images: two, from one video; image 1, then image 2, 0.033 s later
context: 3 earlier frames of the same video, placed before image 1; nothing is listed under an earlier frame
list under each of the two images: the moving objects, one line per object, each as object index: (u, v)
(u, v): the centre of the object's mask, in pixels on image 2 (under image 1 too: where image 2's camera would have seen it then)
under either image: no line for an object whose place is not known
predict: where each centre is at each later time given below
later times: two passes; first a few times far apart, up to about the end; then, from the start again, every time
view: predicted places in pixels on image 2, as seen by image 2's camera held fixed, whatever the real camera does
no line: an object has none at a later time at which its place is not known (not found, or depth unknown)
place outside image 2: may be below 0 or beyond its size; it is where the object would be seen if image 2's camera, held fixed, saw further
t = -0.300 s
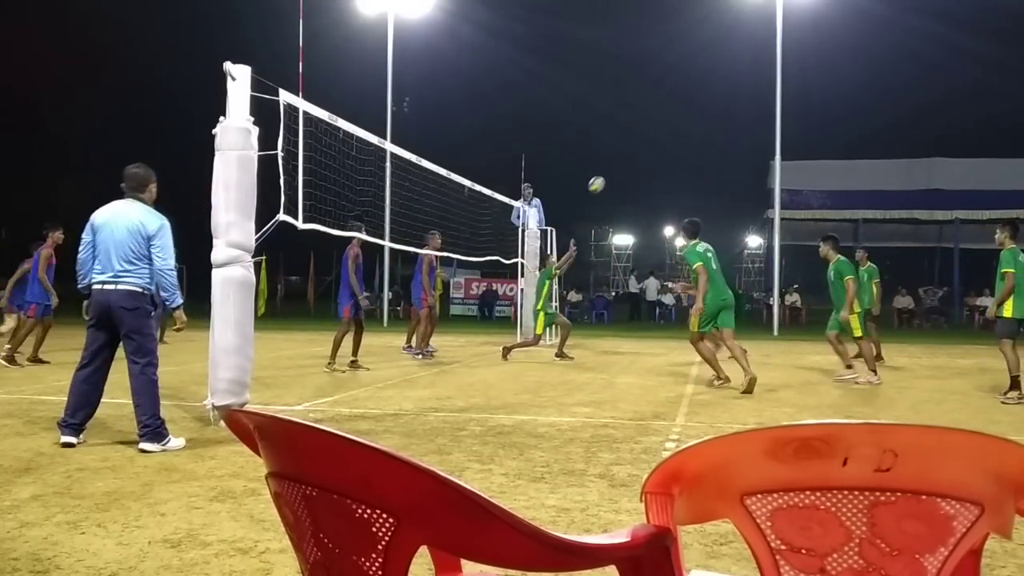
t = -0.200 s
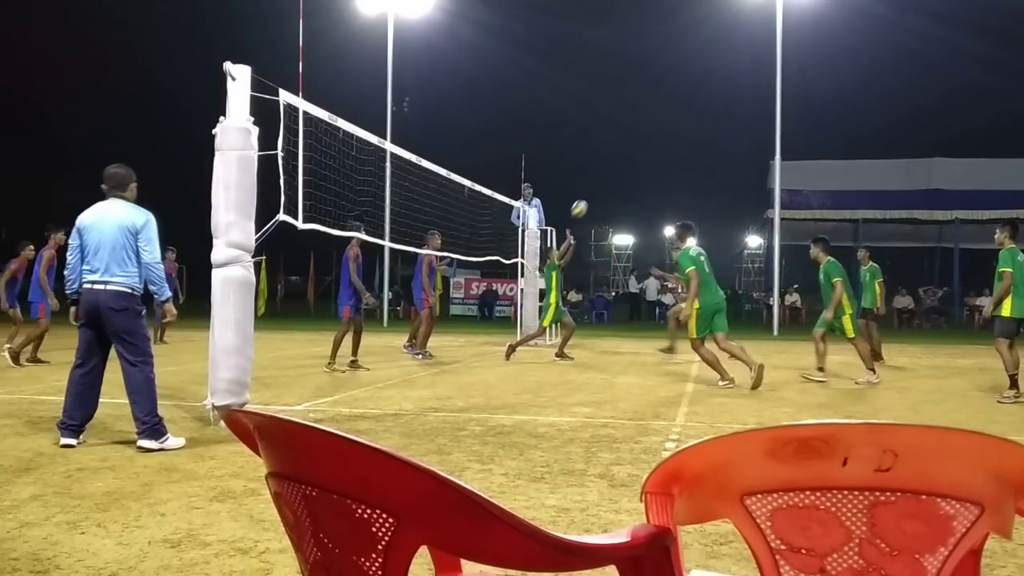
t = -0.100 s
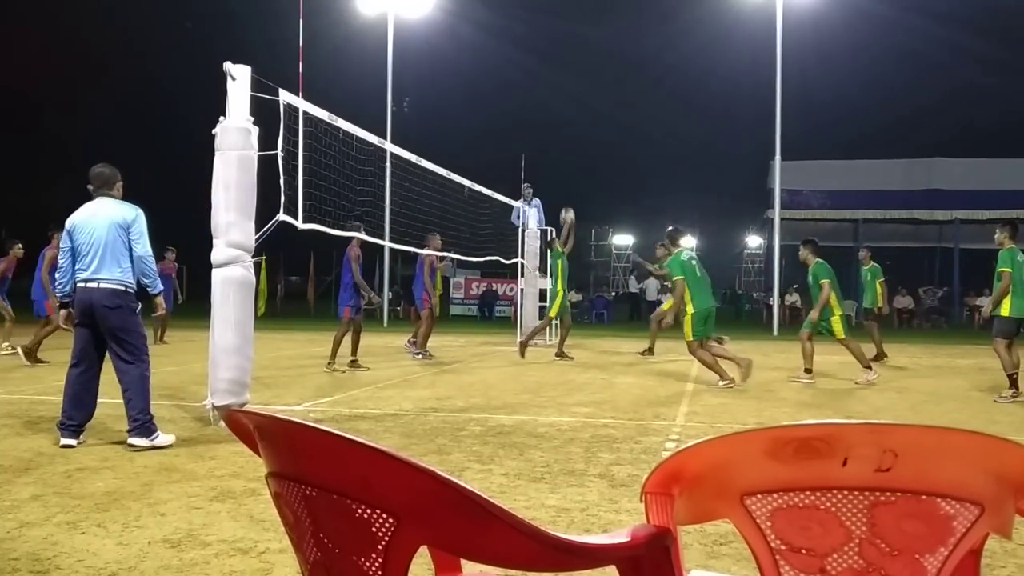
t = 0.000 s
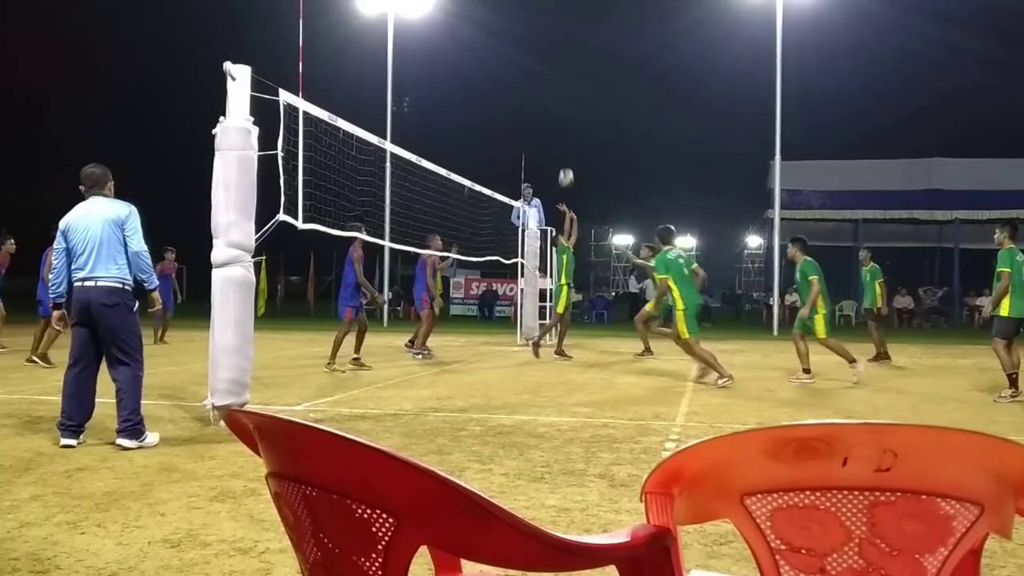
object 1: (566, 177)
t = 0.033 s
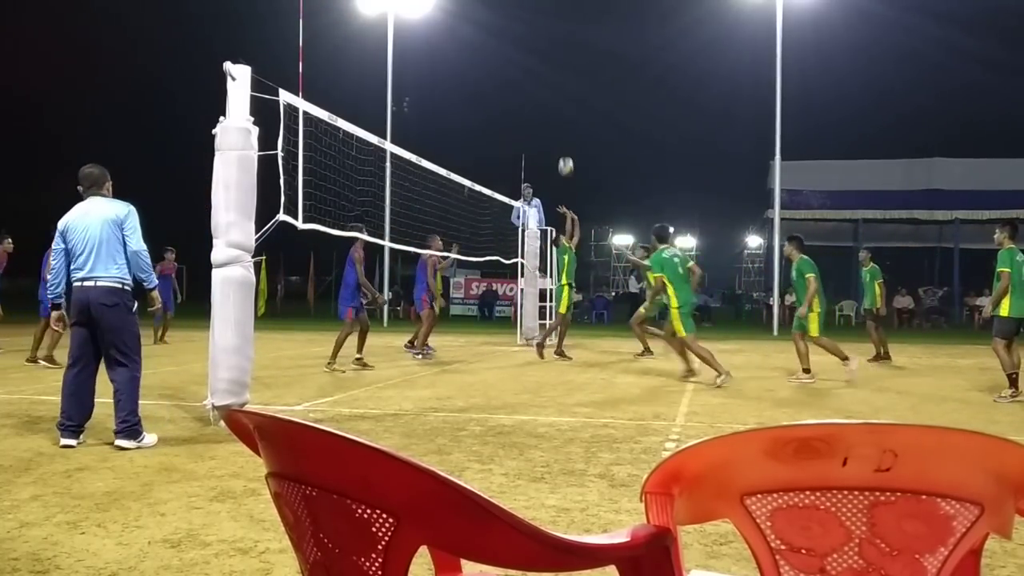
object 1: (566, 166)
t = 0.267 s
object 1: (563, 107)
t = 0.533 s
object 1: (560, 87)
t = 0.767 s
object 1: (557, 106)
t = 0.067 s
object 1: (565, 155)
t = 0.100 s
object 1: (565, 145)
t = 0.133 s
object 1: (564, 136)
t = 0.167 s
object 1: (564, 128)
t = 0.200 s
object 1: (563, 120)
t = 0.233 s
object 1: (563, 113)
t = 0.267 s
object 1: (563, 107)
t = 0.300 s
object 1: (563, 102)
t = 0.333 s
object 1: (562, 98)
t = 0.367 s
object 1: (562, 94)
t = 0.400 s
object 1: (562, 91)
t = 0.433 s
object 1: (561, 89)
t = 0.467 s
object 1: (561, 87)
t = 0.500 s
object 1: (561, 87)
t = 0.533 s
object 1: (560, 87)
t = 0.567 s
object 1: (560, 87)
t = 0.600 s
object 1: (560, 89)
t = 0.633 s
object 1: (559, 91)
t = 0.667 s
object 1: (559, 94)
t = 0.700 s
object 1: (558, 97)
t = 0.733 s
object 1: (558, 102)
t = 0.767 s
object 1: (557, 106)
